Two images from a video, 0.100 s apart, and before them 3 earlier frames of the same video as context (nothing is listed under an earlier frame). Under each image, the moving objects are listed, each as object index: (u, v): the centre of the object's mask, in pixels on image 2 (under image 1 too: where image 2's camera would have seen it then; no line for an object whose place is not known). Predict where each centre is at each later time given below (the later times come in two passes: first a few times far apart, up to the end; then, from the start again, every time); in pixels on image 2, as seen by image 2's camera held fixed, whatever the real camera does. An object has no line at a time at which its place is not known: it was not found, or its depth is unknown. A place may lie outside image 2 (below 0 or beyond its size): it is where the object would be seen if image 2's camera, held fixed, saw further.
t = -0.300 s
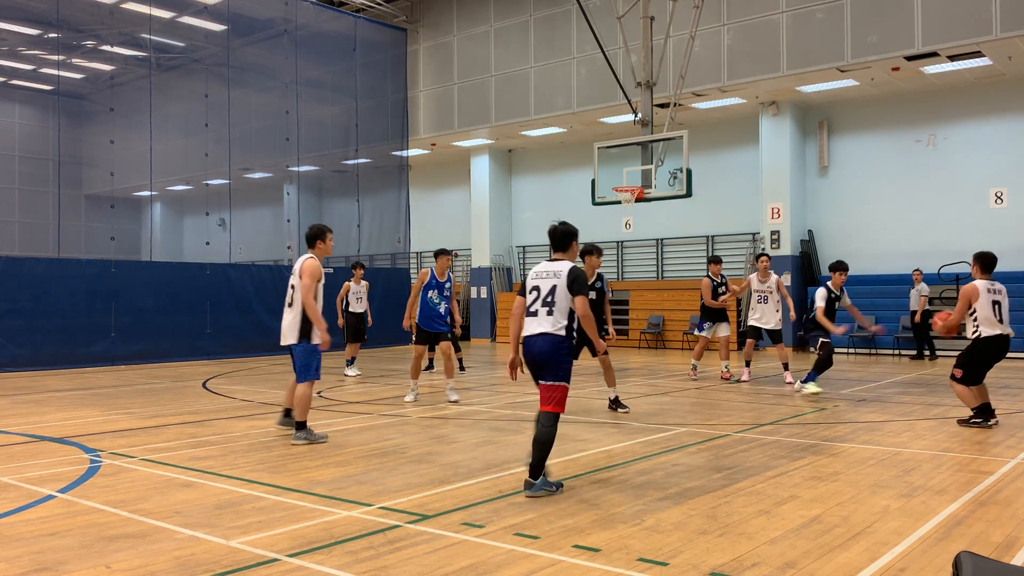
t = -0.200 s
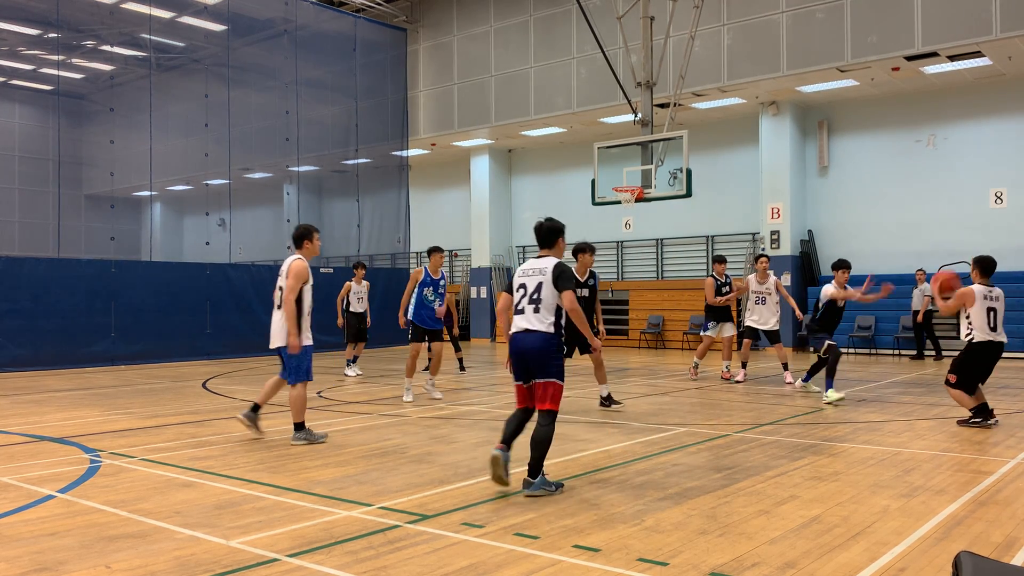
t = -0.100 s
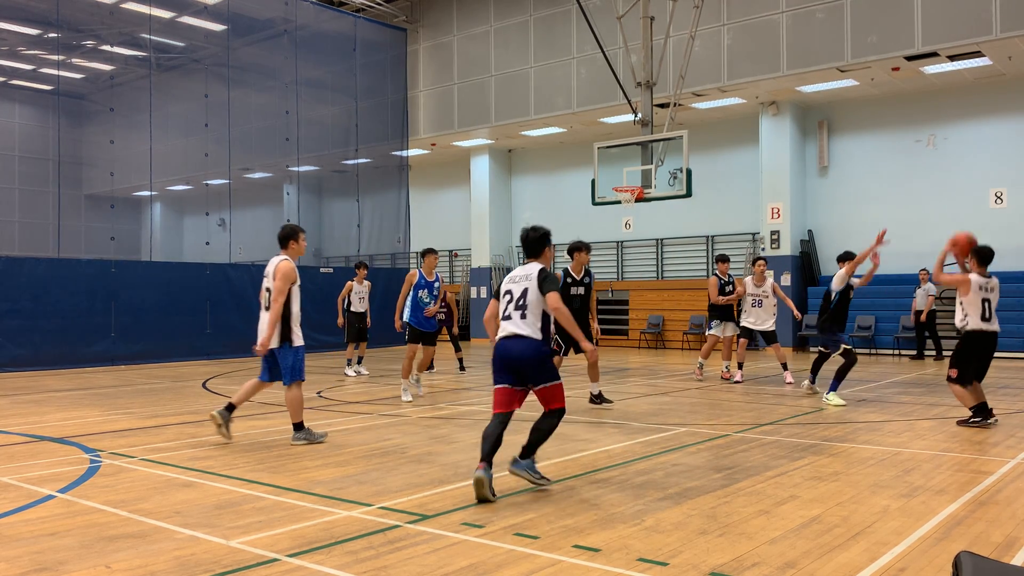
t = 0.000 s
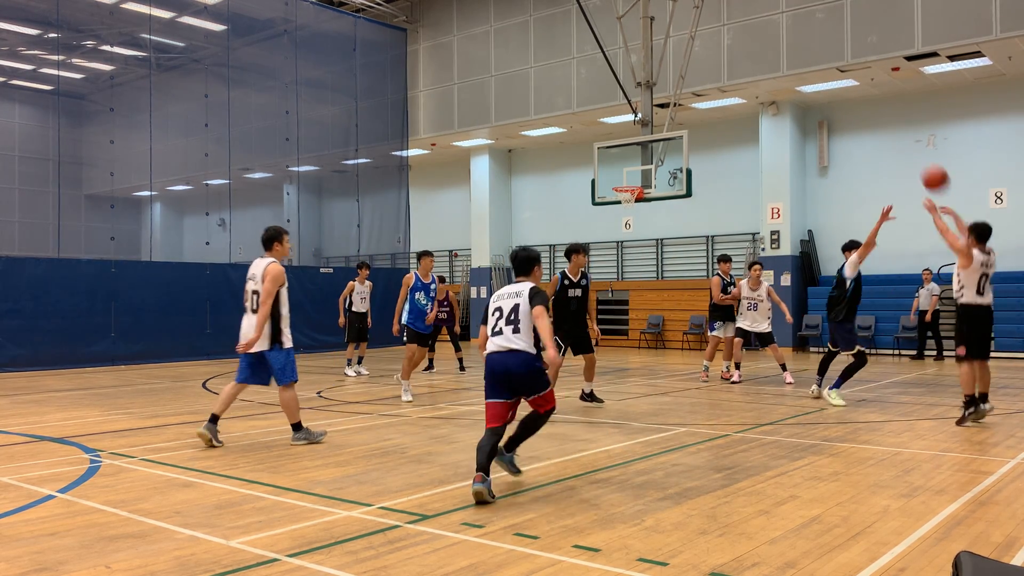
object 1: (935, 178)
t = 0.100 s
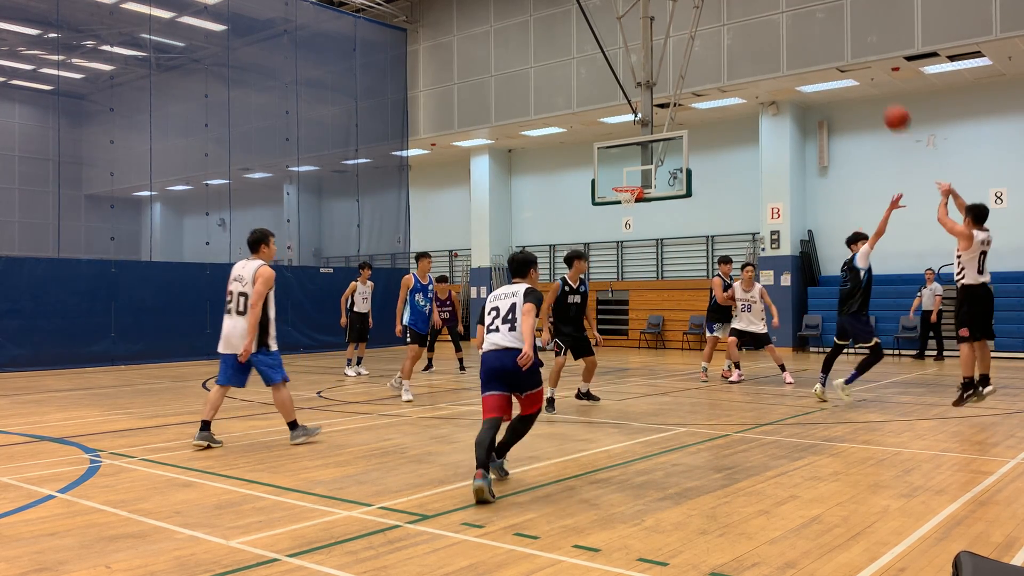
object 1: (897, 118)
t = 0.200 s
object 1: (863, 73)
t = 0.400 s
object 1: (804, 20)
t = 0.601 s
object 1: (757, 7)
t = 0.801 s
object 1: (717, 22)
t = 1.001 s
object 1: (683, 60)
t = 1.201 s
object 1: (654, 117)
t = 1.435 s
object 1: (626, 169)
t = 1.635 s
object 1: (606, 123)
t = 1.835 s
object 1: (587, 100)
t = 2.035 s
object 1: (568, 99)
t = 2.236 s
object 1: (551, 120)
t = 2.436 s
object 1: (533, 163)
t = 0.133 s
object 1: (884, 101)
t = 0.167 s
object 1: (873, 87)
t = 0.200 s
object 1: (863, 73)
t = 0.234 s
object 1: (852, 60)
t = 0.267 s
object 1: (841, 50)
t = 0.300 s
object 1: (832, 41)
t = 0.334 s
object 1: (822, 33)
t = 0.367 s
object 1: (813, 26)
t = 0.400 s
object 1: (804, 20)
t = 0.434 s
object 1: (795, 16)
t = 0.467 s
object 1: (787, 12)
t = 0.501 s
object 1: (779, 9)
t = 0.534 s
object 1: (771, 8)
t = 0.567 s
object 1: (764, 7)
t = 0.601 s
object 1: (757, 7)
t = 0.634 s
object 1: (750, 8)
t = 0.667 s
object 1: (742, 8)
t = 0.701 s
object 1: (736, 11)
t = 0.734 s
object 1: (730, 14)
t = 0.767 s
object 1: (723, 17)
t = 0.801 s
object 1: (717, 22)
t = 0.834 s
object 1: (711, 26)
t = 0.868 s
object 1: (705, 32)
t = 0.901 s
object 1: (699, 38)
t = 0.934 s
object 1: (694, 45)
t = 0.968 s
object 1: (689, 52)
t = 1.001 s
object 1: (683, 60)
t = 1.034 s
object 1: (678, 69)
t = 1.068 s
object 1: (673, 77)
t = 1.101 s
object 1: (668, 87)
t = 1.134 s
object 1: (663, 98)
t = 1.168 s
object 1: (659, 107)
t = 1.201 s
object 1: (654, 117)
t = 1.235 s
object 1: (649, 128)
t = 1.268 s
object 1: (645, 140)
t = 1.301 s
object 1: (641, 152)
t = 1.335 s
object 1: (637, 164)
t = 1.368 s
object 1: (633, 176)
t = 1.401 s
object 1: (629, 179)
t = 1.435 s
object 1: (626, 169)
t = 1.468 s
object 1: (622, 160)
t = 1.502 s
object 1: (619, 151)
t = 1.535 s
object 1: (616, 143)
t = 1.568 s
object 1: (613, 135)
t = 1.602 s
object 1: (610, 129)
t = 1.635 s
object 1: (606, 123)
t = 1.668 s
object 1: (603, 118)
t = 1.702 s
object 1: (599, 112)
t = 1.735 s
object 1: (597, 108)
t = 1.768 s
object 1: (593, 105)
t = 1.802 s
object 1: (590, 102)
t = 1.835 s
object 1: (587, 100)
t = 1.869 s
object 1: (584, 98)
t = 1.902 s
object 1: (581, 97)
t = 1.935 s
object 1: (578, 97)
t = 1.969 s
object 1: (575, 97)
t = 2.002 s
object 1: (572, 98)
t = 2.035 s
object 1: (568, 99)
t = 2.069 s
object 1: (566, 101)
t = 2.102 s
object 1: (562, 104)
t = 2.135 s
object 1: (559, 107)
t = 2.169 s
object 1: (556, 111)
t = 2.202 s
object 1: (553, 115)
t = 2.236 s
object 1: (551, 120)
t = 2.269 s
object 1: (547, 126)
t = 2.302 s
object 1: (544, 132)
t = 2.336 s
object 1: (541, 140)
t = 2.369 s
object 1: (539, 146)
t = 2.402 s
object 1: (536, 154)
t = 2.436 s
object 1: (533, 163)
